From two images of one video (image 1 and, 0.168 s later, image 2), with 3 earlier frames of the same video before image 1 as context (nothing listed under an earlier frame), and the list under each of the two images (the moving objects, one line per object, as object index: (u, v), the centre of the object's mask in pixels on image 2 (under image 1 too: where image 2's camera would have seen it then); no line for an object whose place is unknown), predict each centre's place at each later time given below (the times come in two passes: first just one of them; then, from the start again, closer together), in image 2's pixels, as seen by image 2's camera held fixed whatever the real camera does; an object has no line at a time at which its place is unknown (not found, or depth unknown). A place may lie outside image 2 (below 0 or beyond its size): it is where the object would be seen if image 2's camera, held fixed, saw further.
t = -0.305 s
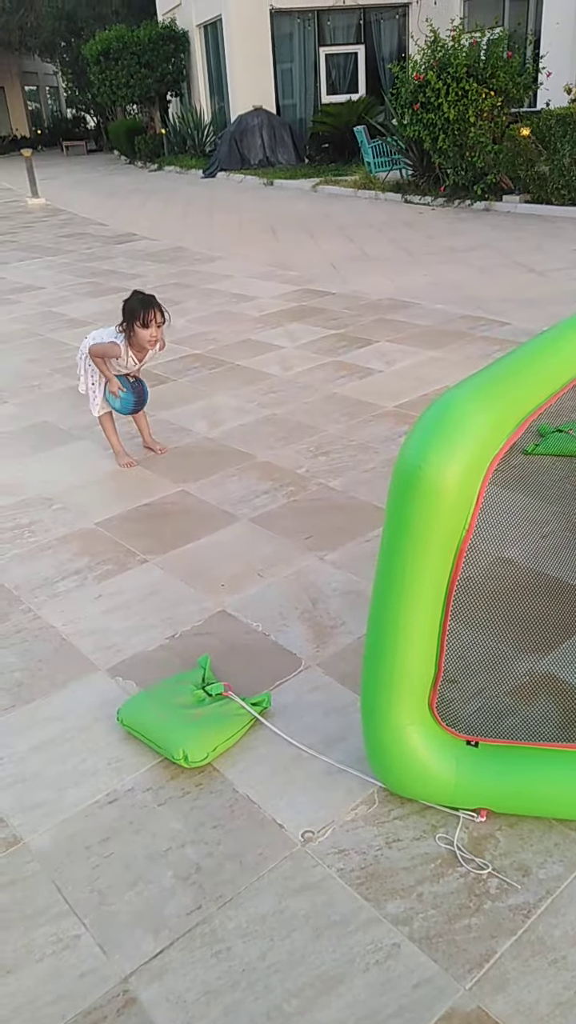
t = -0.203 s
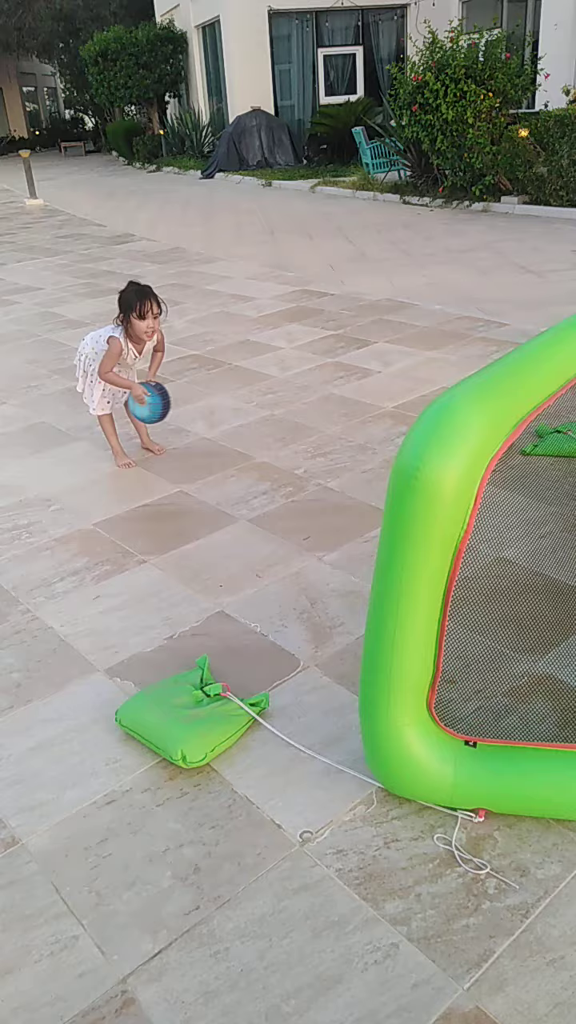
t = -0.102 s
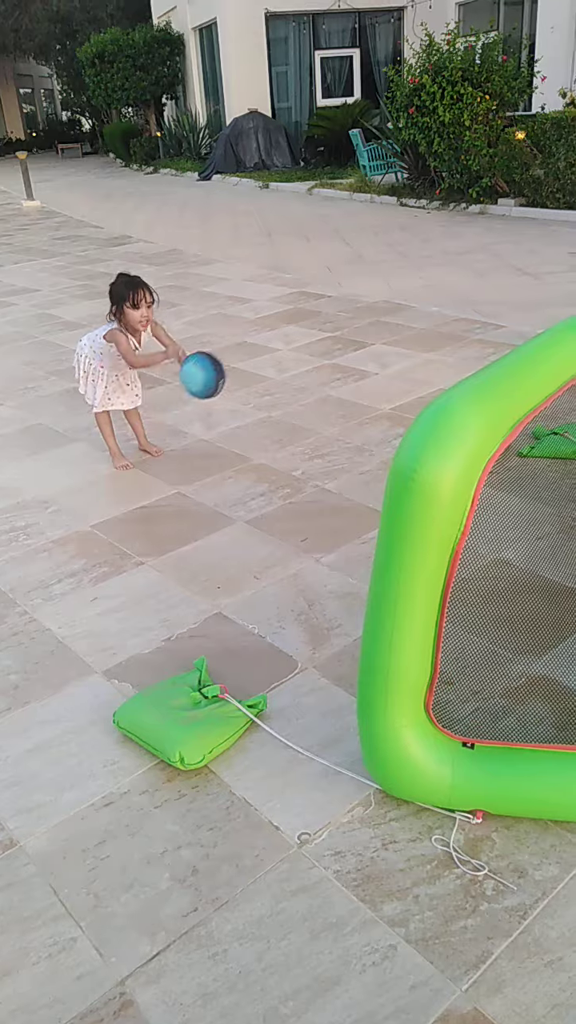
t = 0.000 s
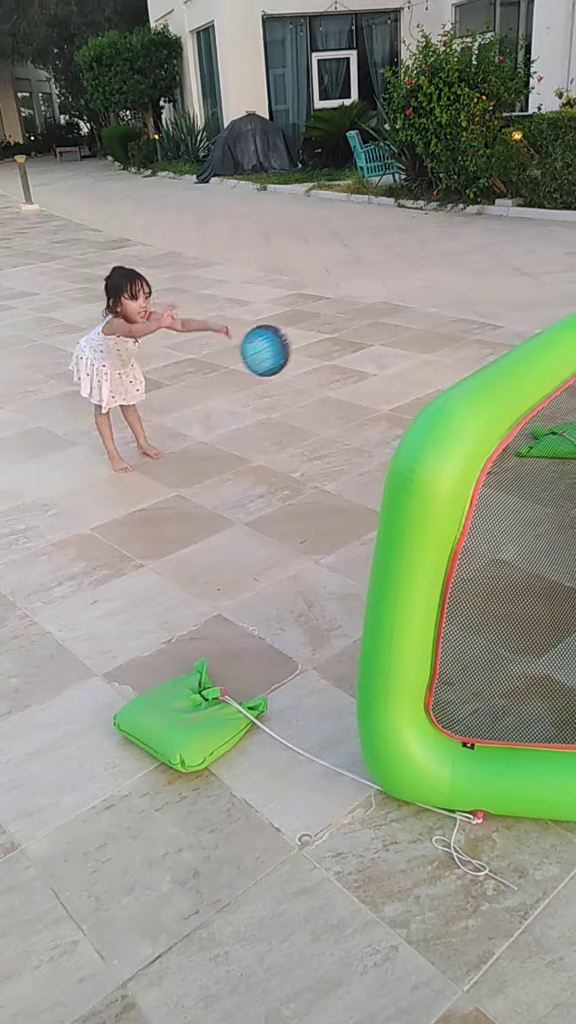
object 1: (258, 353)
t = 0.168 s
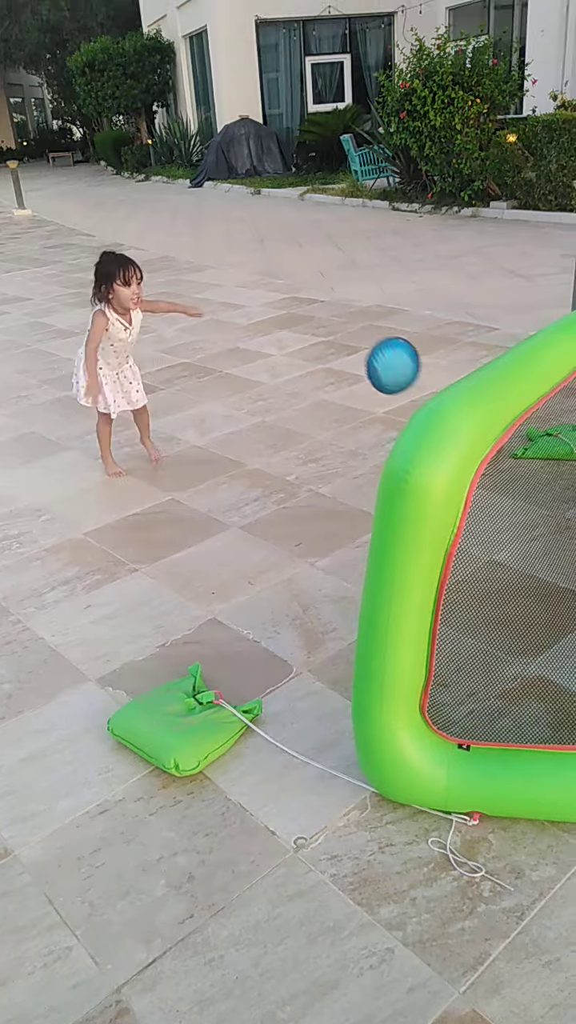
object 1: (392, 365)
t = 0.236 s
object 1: (446, 378)
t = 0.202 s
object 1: (421, 375)
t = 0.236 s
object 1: (446, 378)
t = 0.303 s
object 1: (527, 442)
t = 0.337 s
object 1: (556, 466)
